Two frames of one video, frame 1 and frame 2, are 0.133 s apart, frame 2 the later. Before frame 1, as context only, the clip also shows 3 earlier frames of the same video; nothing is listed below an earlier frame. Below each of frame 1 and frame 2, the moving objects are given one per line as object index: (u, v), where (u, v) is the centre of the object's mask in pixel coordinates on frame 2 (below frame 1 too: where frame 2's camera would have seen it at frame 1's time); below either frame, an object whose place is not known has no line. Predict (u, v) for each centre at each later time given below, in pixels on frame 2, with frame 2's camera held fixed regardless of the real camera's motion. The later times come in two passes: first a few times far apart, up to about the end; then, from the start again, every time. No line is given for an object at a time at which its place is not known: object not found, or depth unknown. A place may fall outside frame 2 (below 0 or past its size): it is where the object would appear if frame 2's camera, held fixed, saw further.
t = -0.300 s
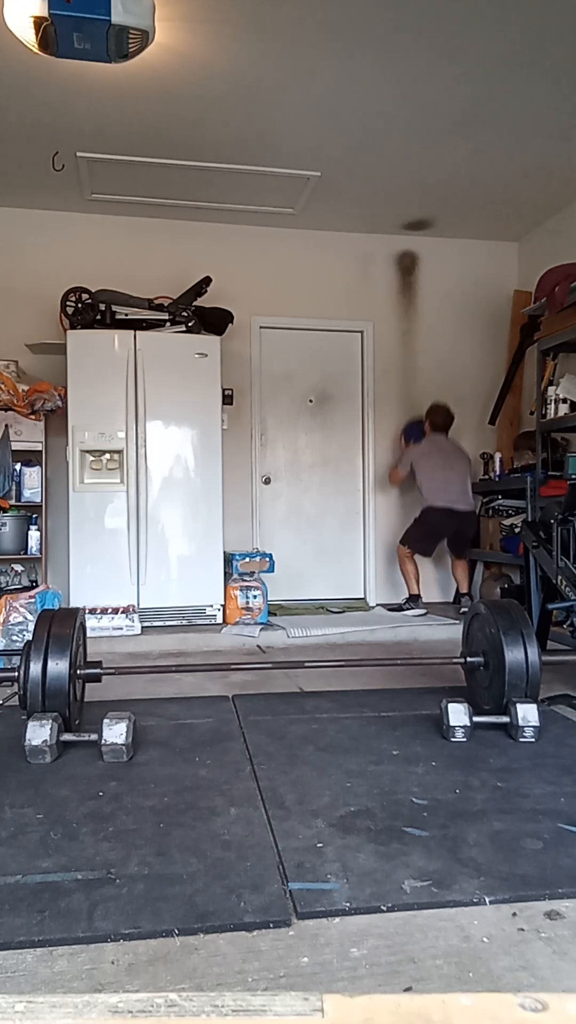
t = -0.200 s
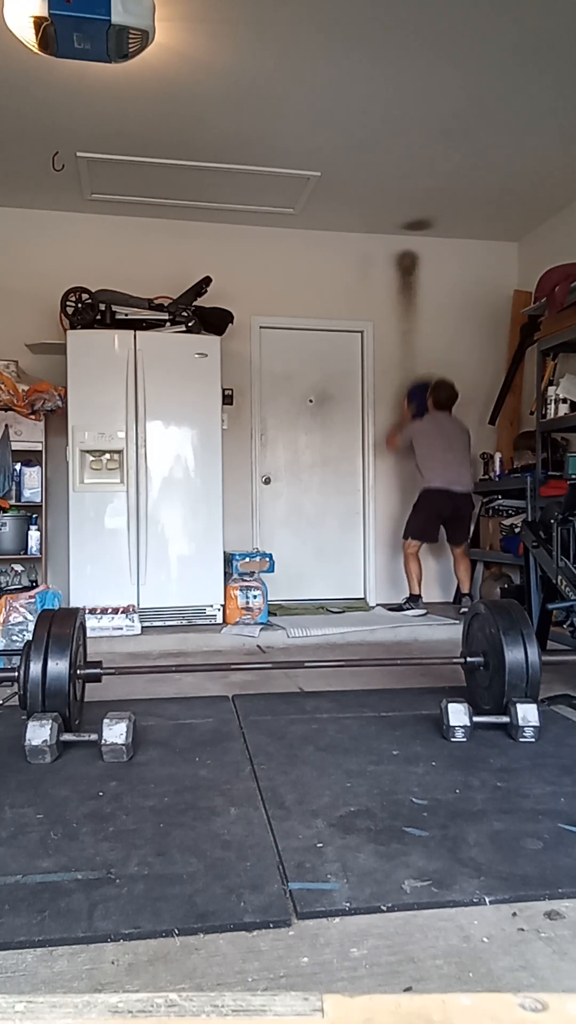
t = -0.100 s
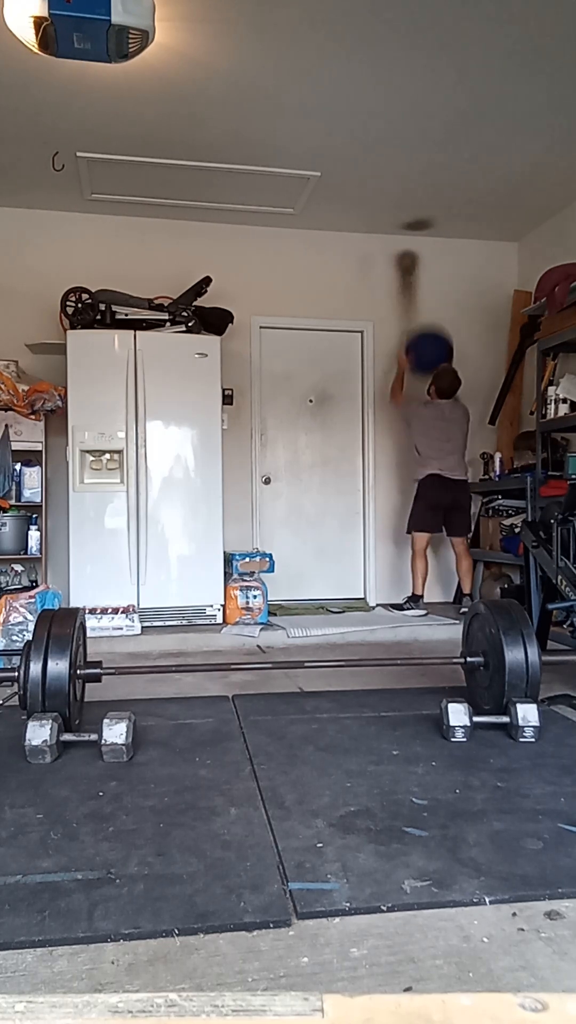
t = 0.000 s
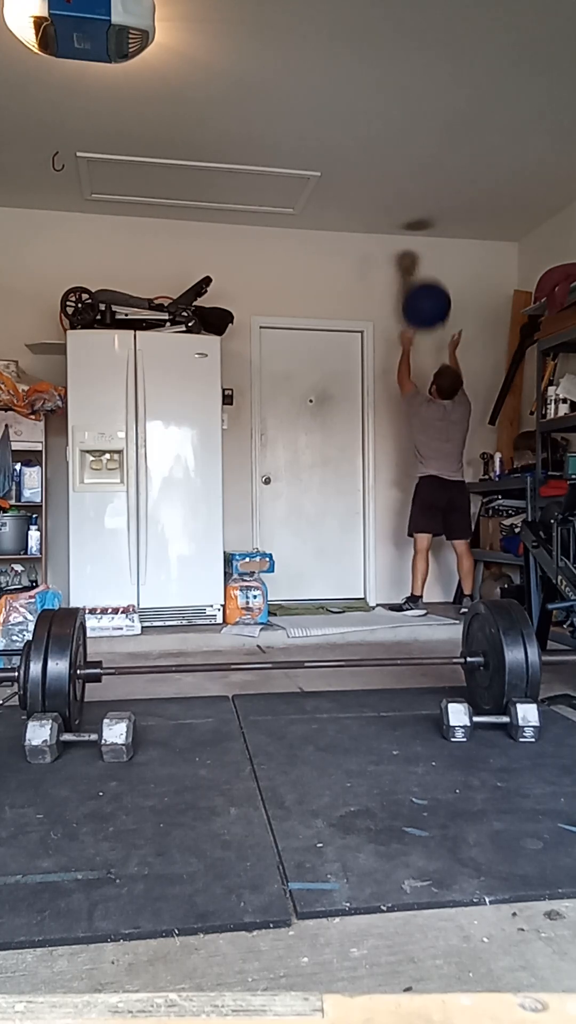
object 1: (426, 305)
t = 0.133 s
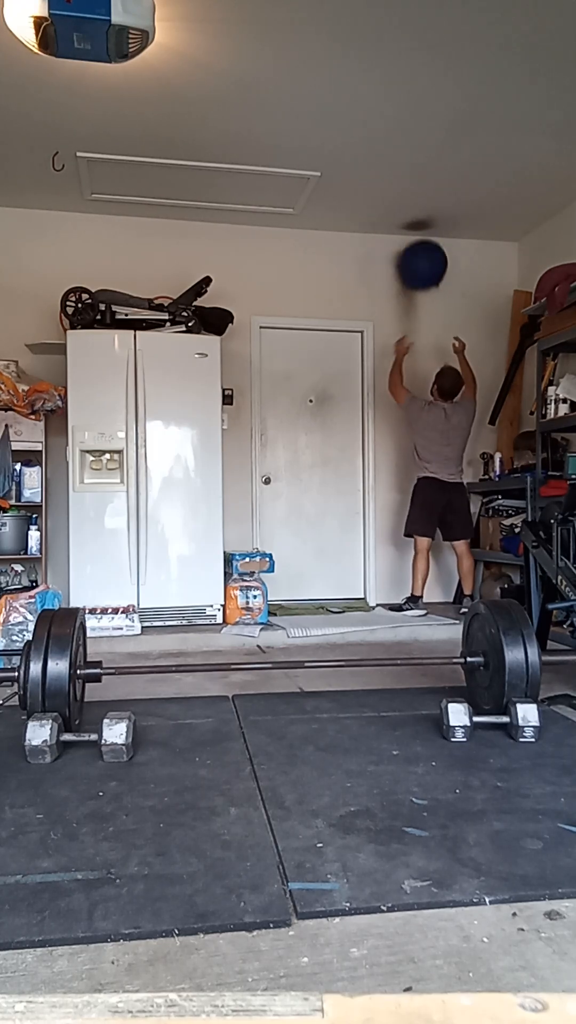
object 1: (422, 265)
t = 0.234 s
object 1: (420, 251)
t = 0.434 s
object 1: (421, 275)
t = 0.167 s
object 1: (421, 259)
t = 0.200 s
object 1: (421, 254)
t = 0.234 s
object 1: (420, 251)
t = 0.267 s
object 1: (420, 251)
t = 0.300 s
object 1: (420, 253)
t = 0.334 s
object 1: (420, 257)
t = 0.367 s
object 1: (421, 261)
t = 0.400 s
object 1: (421, 267)
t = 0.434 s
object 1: (421, 275)
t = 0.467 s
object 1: (422, 284)
